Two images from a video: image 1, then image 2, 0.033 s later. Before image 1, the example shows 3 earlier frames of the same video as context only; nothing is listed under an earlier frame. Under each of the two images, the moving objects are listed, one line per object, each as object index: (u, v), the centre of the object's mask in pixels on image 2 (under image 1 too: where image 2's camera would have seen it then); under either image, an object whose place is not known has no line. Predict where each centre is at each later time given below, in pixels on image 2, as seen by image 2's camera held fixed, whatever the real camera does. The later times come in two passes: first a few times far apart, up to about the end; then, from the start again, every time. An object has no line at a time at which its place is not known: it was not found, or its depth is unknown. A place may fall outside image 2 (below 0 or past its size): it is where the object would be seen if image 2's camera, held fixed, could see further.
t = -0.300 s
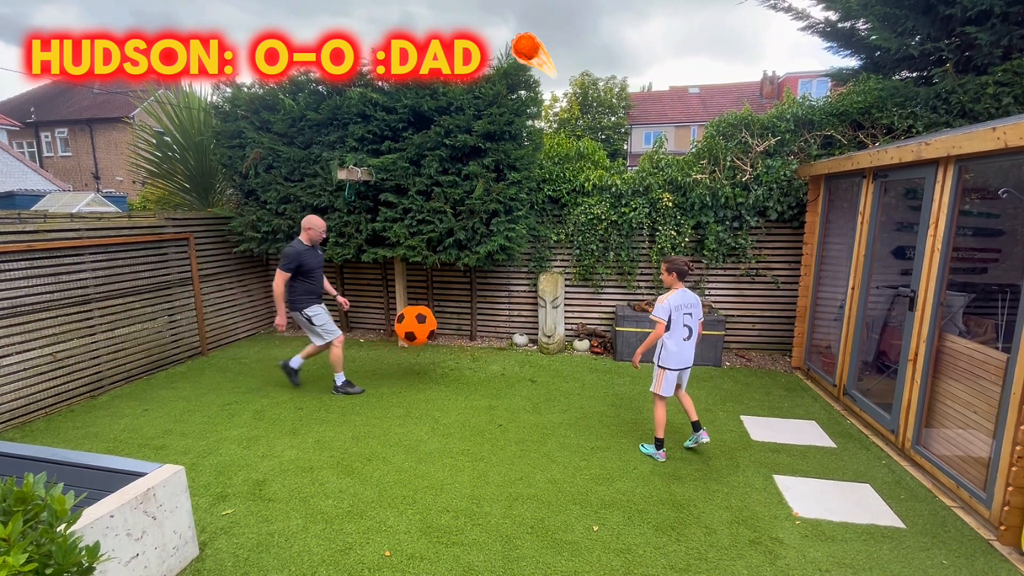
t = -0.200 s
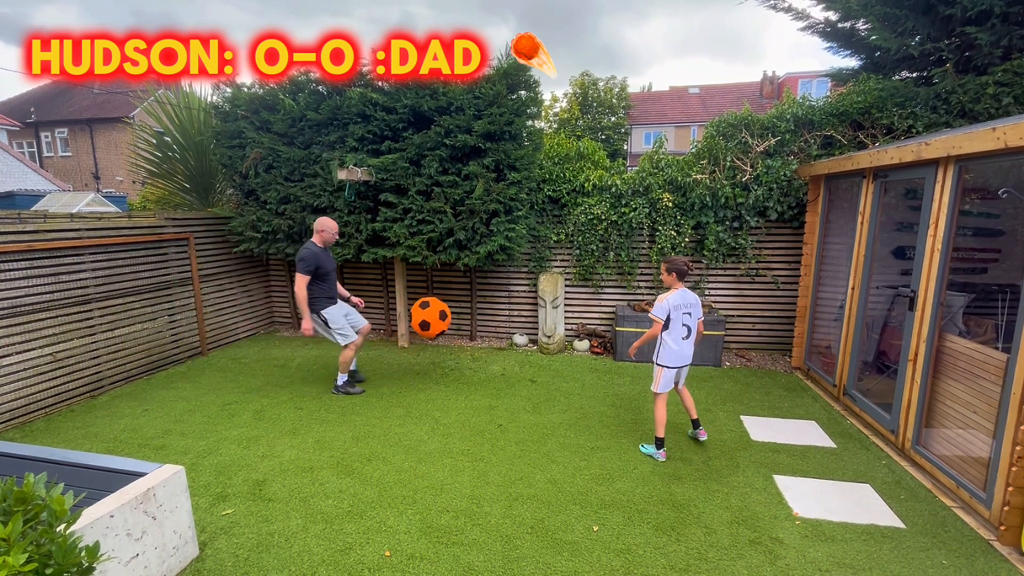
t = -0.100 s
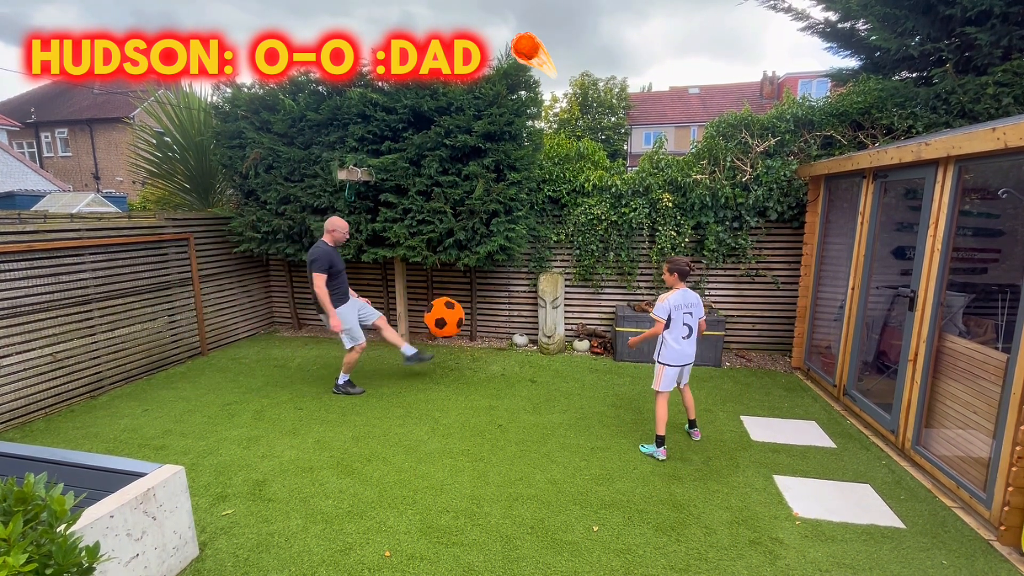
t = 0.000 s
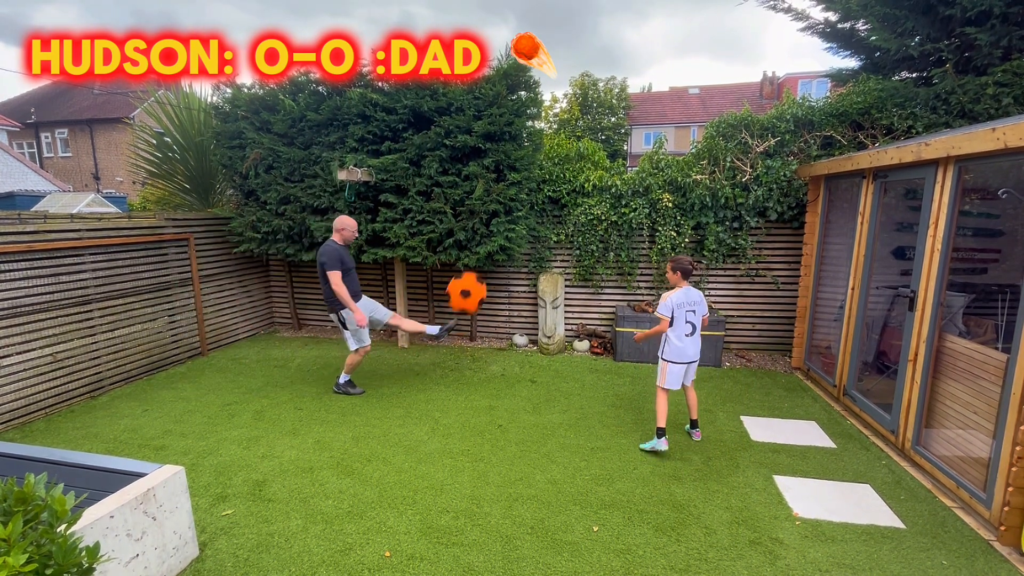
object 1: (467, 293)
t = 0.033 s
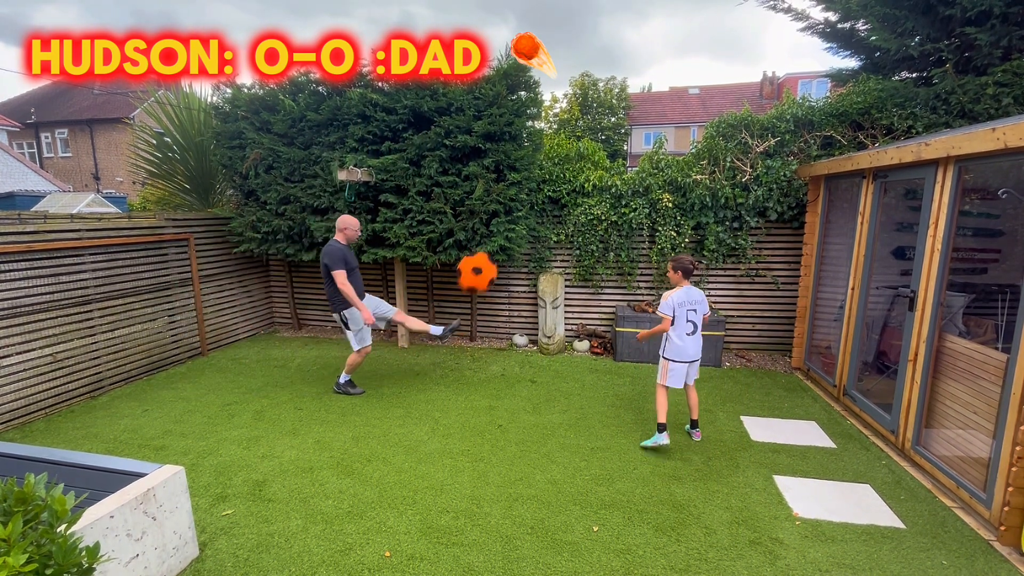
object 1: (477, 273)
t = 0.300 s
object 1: (532, 190)
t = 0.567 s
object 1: (578, 180)
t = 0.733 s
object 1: (605, 204)
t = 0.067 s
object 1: (486, 255)
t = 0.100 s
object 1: (494, 241)
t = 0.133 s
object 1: (502, 229)
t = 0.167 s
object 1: (508, 218)
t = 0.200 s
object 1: (515, 209)
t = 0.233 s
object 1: (521, 201)
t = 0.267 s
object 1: (526, 196)
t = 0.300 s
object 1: (532, 190)
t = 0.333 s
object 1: (538, 186)
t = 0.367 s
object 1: (544, 182)
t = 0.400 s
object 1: (550, 179)
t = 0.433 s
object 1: (556, 178)
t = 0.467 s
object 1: (561, 177)
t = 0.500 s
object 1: (567, 177)
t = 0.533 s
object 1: (573, 178)
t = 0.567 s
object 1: (578, 180)
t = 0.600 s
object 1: (584, 183)
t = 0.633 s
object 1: (589, 187)
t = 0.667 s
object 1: (595, 192)
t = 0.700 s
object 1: (600, 198)
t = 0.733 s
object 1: (605, 204)
